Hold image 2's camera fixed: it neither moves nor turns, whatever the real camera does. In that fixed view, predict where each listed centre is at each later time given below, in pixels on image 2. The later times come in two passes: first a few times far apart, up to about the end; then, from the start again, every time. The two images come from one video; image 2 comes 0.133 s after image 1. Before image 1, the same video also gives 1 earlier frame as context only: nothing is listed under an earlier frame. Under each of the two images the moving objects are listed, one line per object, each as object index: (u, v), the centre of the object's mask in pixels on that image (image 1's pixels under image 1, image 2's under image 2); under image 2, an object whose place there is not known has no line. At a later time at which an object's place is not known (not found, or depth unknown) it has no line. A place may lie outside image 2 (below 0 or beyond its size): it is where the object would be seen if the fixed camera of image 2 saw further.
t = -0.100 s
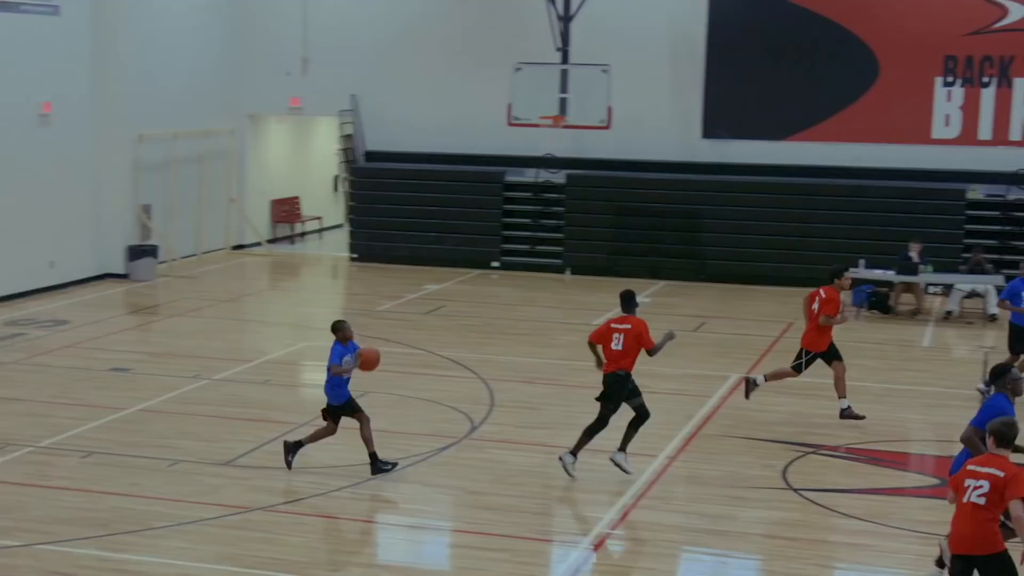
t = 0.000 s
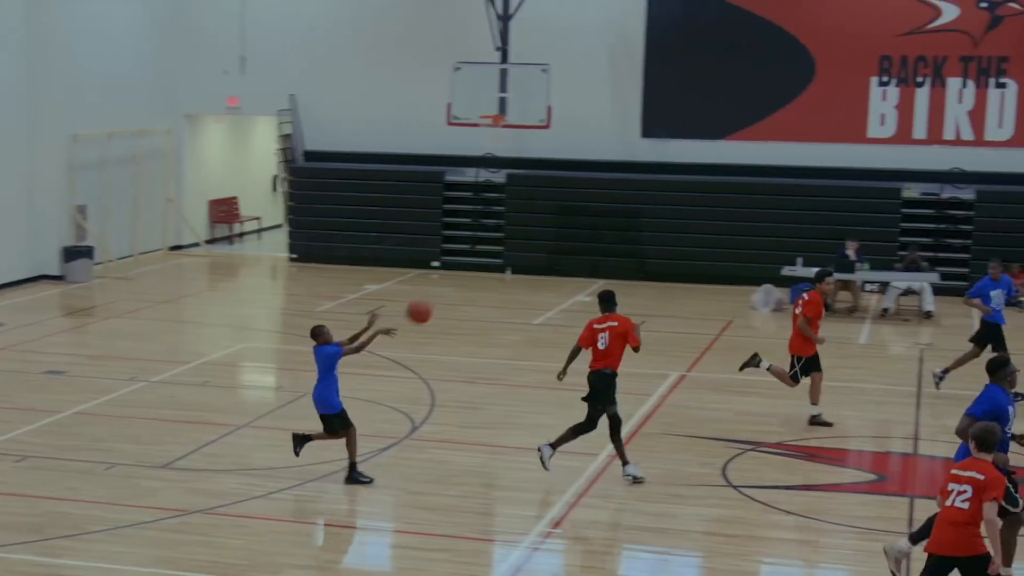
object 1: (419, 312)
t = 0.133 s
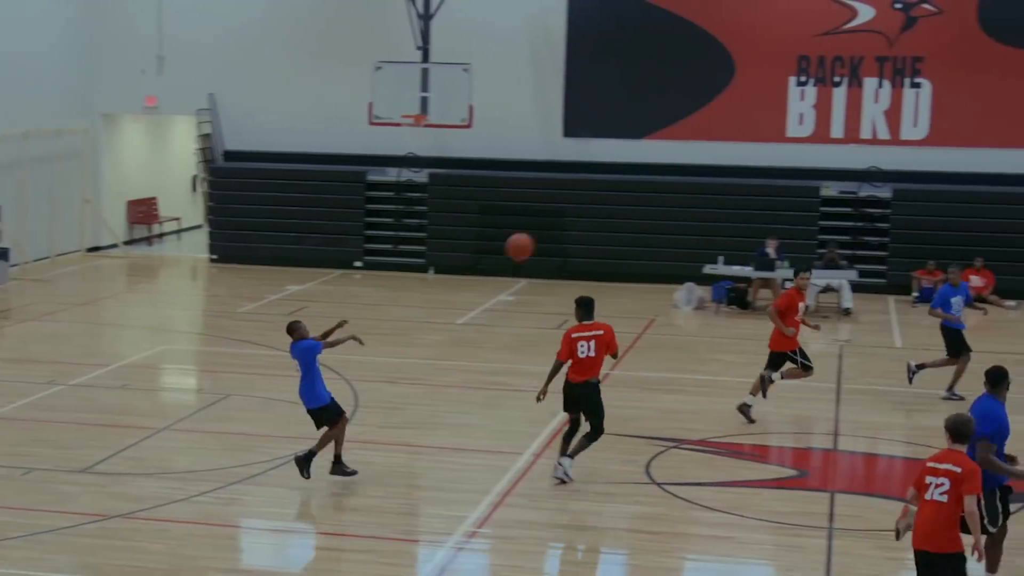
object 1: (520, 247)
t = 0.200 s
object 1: (608, 220)
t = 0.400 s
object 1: (874, 167)
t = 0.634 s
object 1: (1199, 150)
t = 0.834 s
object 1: (1507, 185)
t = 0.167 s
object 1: (564, 233)
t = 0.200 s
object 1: (608, 220)
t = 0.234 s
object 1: (652, 208)
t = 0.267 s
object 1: (696, 197)
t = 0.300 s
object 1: (740, 188)
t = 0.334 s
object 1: (784, 180)
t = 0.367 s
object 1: (829, 173)
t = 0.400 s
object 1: (874, 167)
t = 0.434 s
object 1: (919, 161)
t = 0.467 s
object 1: (964, 156)
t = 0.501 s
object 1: (1010, 152)
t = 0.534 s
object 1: (1056, 150)
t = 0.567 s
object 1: (1103, 149)
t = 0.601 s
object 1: (1150, 149)
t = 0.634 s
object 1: (1199, 150)
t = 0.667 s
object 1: (1248, 152)
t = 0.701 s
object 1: (1298, 156)
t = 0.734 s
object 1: (1349, 161)
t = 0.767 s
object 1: (1401, 167)
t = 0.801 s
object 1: (1454, 175)
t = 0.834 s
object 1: (1507, 185)
